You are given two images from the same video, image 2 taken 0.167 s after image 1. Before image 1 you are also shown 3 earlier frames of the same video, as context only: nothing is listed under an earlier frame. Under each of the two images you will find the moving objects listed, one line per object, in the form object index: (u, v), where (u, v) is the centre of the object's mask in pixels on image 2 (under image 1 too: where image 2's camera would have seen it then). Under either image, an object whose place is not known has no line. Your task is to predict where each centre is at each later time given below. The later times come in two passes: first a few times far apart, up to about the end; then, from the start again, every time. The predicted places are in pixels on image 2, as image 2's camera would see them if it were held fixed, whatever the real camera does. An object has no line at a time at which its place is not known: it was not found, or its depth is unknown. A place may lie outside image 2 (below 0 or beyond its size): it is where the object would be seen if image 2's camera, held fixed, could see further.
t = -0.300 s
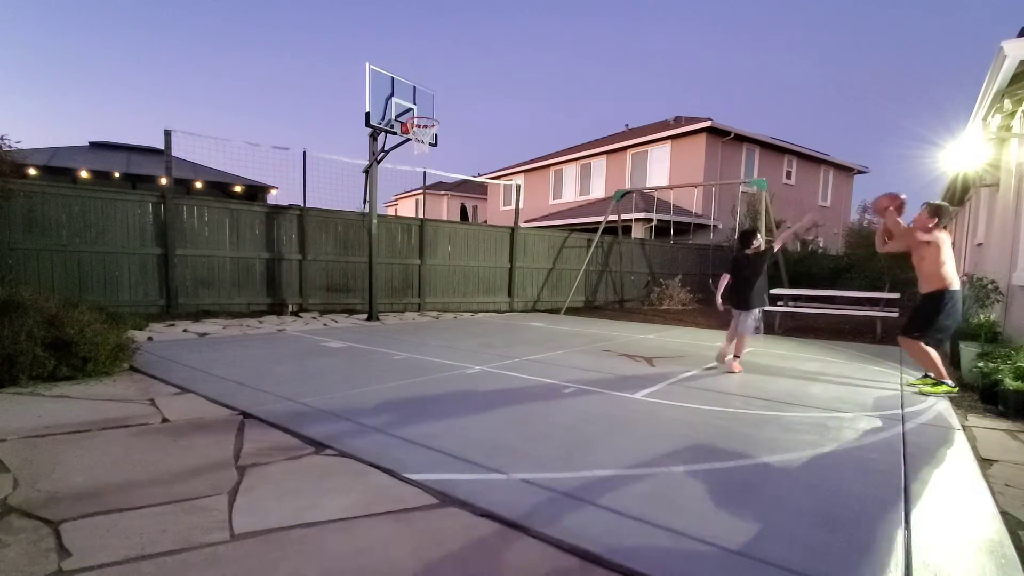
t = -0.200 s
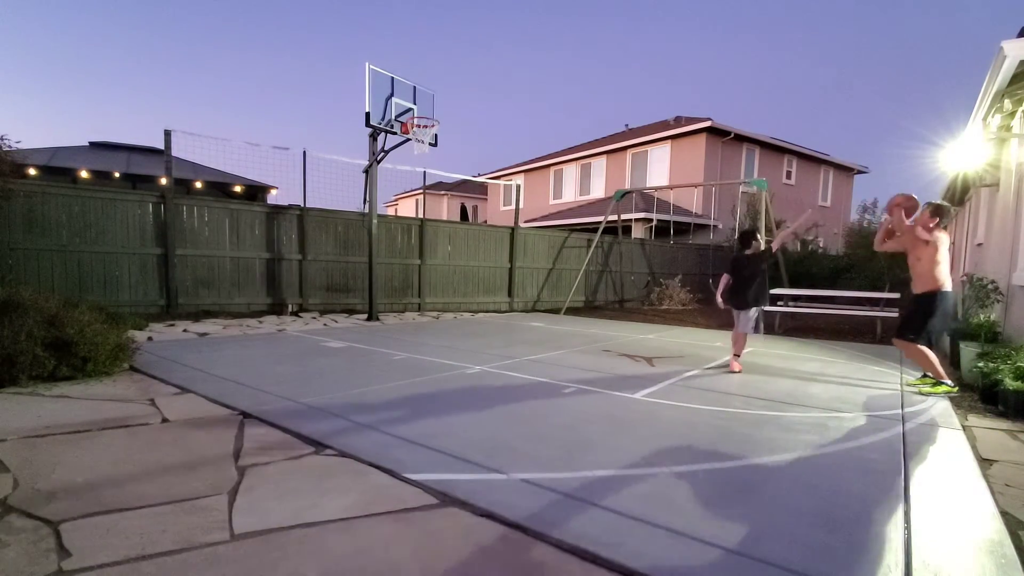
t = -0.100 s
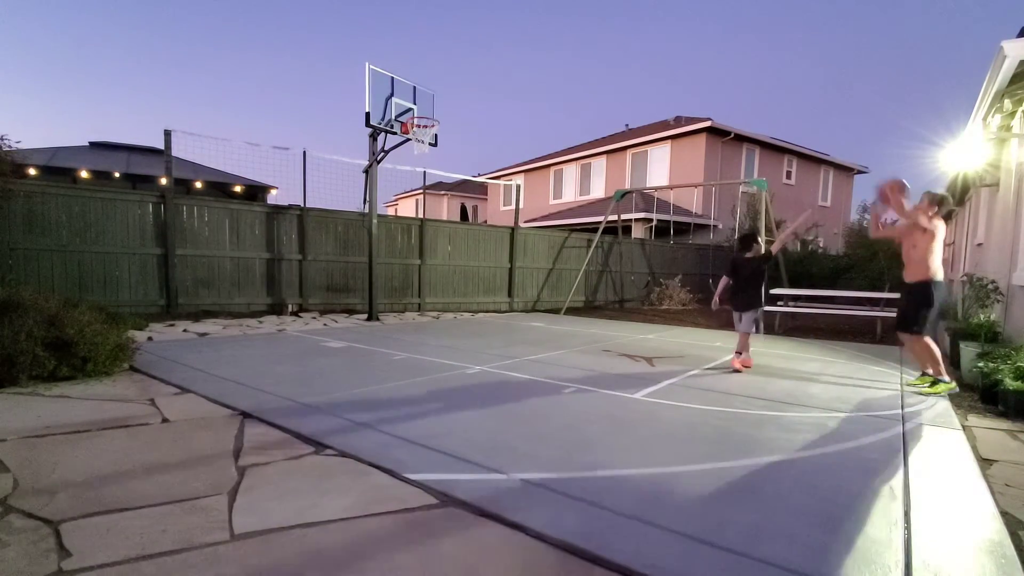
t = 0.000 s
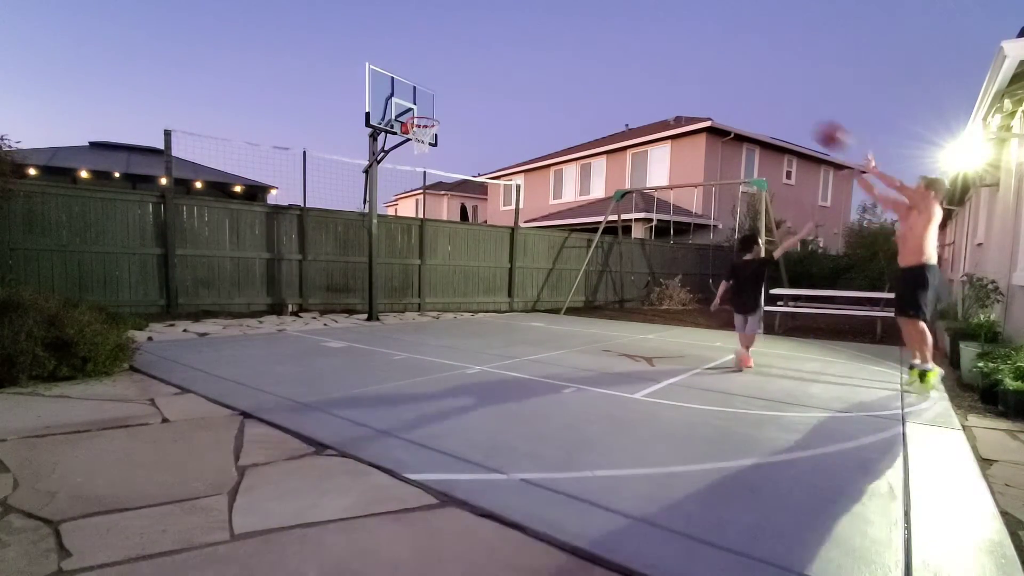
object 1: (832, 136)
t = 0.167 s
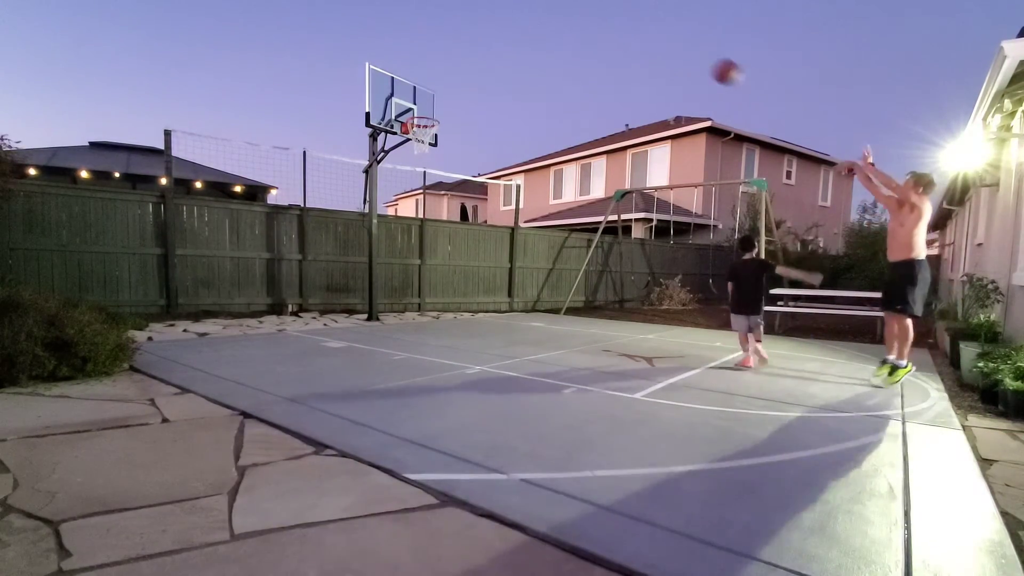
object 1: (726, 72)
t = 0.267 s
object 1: (672, 52)
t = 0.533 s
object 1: (551, 48)
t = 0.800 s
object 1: (460, 96)
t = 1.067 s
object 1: (486, 97)
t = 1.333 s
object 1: (561, 112)
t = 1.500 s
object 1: (613, 155)
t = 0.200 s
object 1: (708, 64)
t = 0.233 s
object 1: (689, 57)
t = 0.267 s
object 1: (672, 52)
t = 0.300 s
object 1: (656, 48)
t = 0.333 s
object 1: (639, 45)
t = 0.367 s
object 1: (623, 43)
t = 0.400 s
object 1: (608, 42)
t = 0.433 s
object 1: (593, 42)
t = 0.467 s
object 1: (578, 43)
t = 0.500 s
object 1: (564, 45)
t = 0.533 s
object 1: (551, 48)
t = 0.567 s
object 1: (538, 51)
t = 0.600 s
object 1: (526, 56)
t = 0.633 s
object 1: (514, 61)
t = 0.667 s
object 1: (502, 67)
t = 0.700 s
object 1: (492, 73)
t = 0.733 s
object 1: (481, 80)
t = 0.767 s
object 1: (470, 88)
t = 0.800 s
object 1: (460, 96)
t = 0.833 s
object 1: (450, 105)
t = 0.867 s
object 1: (441, 114)
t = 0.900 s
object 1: (444, 113)
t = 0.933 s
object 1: (452, 108)
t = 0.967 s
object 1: (460, 104)
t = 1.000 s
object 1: (468, 101)
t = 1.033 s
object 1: (477, 98)
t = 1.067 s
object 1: (486, 97)
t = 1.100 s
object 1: (495, 96)
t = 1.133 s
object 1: (504, 95)
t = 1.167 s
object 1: (513, 96)
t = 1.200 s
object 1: (522, 98)
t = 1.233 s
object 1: (532, 100)
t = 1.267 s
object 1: (541, 103)
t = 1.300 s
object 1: (551, 107)
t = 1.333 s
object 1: (561, 112)
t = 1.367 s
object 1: (571, 119)
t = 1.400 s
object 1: (581, 126)
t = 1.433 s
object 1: (592, 134)
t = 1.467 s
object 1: (603, 143)
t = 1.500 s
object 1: (613, 155)
